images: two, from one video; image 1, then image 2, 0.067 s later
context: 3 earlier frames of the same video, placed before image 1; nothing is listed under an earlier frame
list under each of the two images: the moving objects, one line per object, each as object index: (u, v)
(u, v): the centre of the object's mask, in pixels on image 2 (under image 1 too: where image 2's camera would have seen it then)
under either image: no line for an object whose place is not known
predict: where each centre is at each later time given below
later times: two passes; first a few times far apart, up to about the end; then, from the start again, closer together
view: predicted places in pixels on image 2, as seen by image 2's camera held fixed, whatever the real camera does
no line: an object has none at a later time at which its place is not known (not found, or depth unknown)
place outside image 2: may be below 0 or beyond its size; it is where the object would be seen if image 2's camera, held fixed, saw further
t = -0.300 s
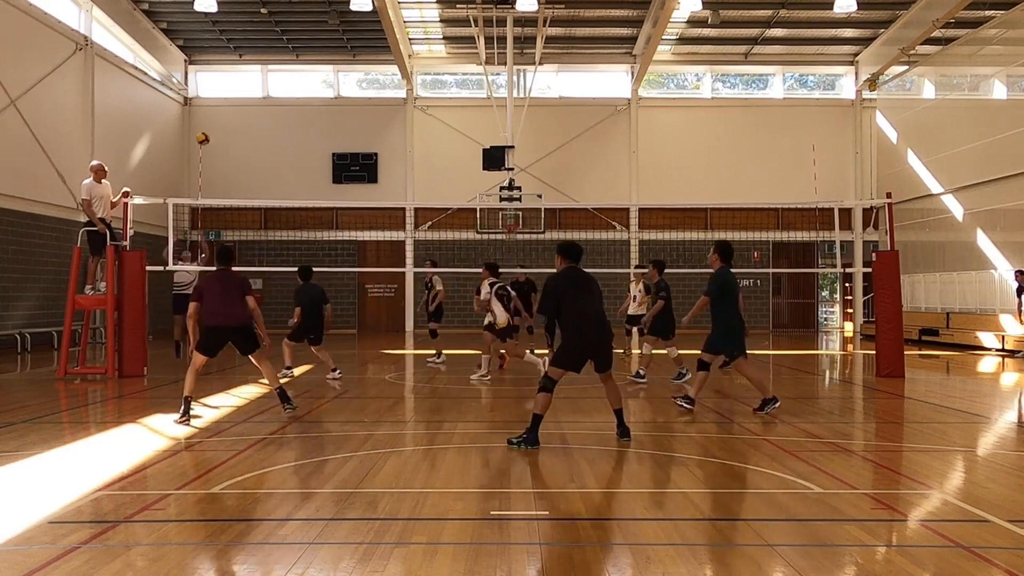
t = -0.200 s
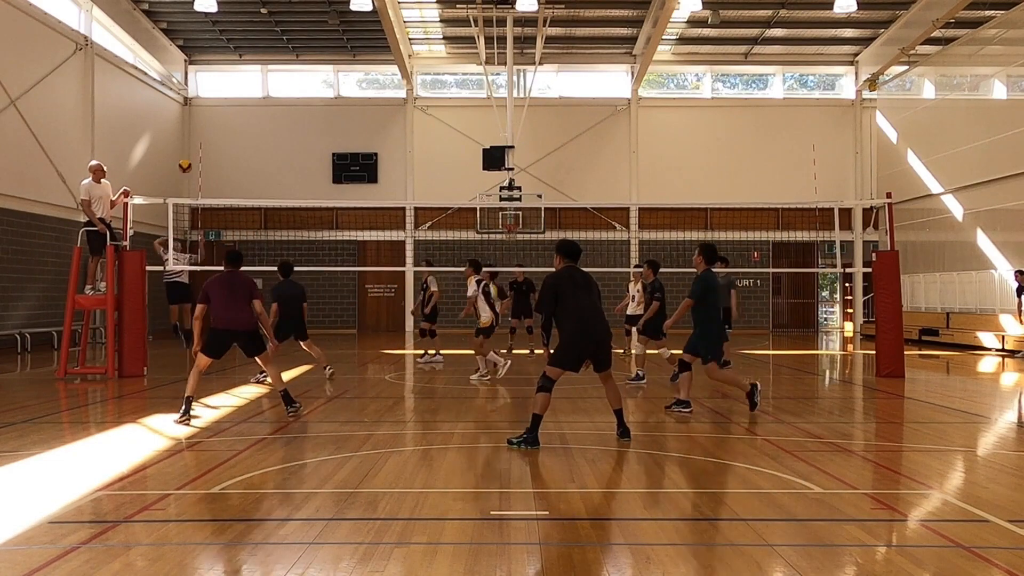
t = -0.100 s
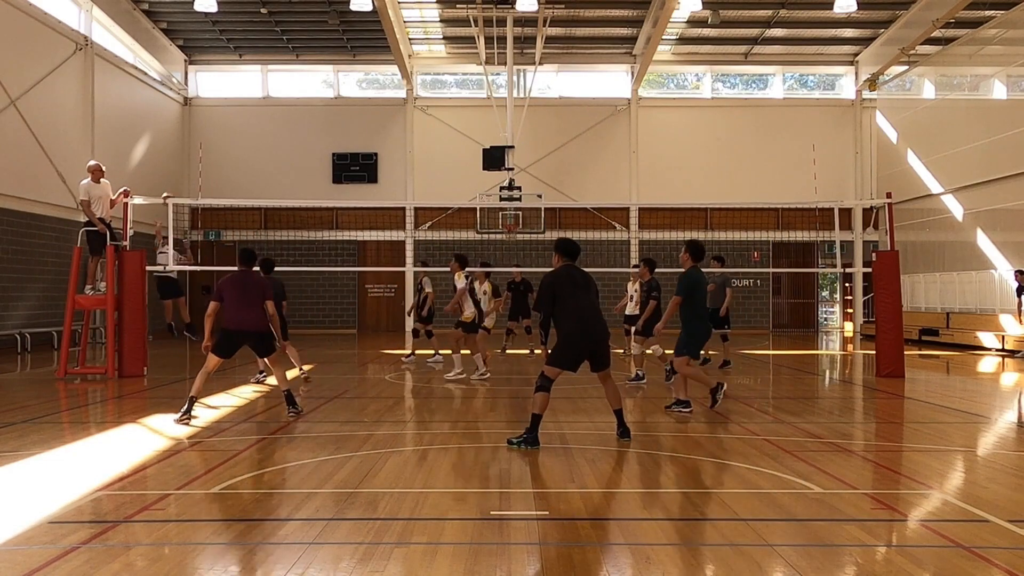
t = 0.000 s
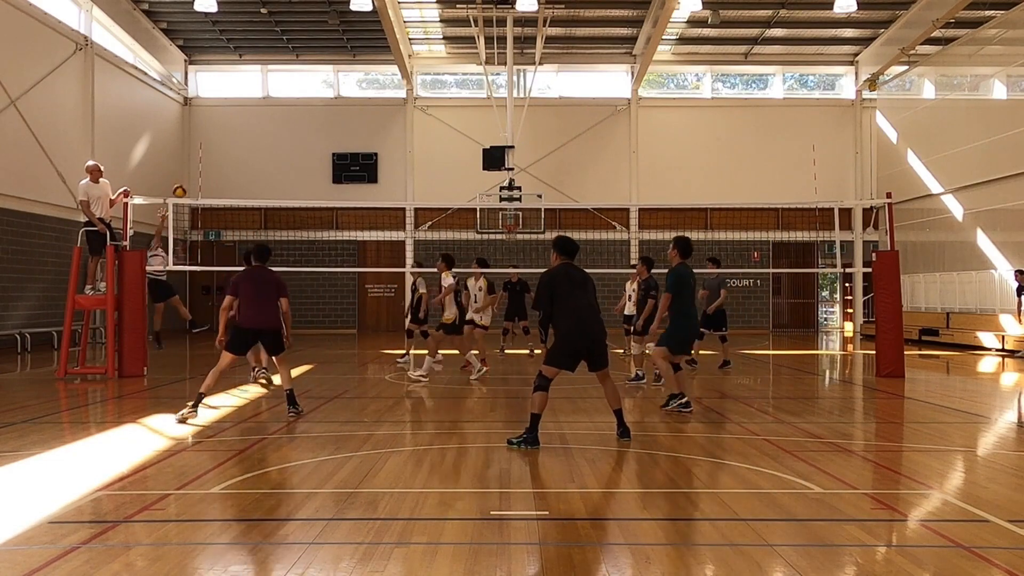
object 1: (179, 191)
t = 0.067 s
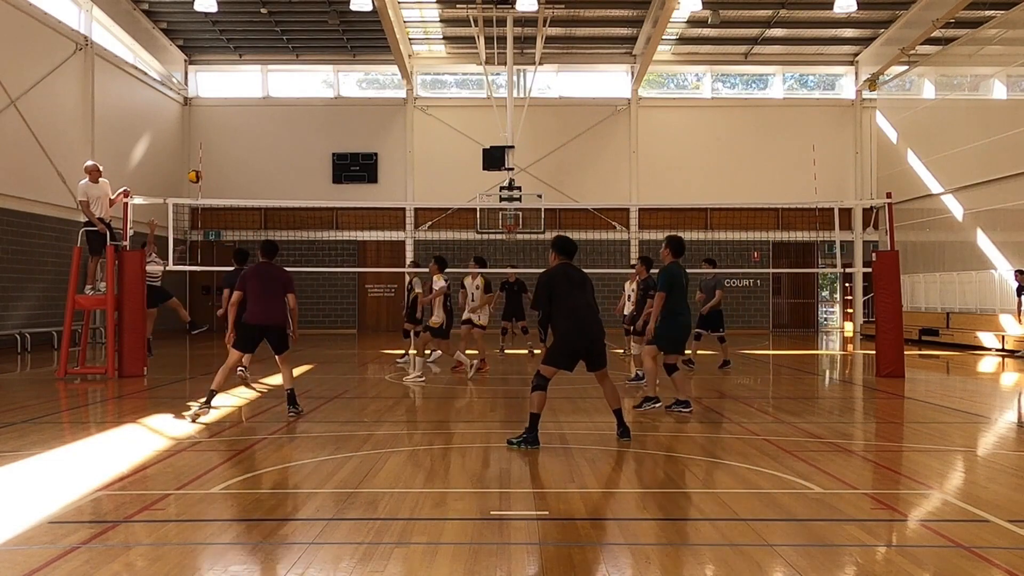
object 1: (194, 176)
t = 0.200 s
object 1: (230, 154)
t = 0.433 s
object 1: (301, 143)
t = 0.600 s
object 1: (358, 163)
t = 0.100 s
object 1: (203, 170)
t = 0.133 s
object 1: (212, 164)
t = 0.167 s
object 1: (221, 159)
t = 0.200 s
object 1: (230, 154)
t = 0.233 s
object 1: (239, 151)
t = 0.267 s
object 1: (249, 147)
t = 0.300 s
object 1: (259, 144)
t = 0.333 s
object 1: (269, 143)
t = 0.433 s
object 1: (301, 143)
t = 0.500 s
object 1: (322, 147)
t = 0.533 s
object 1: (334, 151)
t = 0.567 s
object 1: (346, 156)
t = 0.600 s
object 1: (358, 163)
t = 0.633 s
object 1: (372, 170)
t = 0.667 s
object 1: (385, 178)
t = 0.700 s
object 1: (398, 190)
